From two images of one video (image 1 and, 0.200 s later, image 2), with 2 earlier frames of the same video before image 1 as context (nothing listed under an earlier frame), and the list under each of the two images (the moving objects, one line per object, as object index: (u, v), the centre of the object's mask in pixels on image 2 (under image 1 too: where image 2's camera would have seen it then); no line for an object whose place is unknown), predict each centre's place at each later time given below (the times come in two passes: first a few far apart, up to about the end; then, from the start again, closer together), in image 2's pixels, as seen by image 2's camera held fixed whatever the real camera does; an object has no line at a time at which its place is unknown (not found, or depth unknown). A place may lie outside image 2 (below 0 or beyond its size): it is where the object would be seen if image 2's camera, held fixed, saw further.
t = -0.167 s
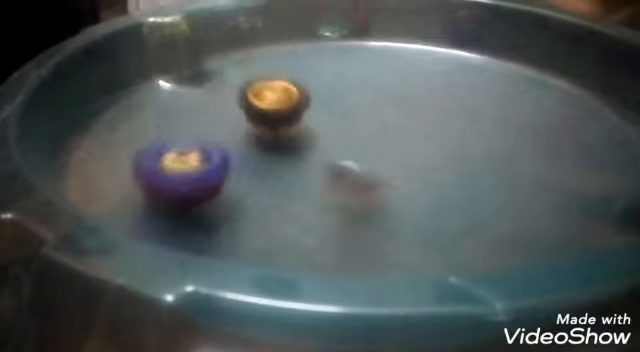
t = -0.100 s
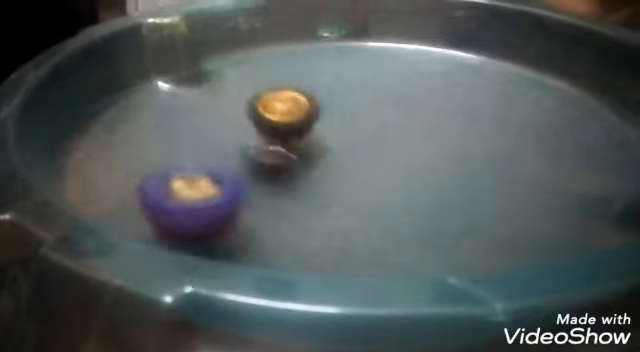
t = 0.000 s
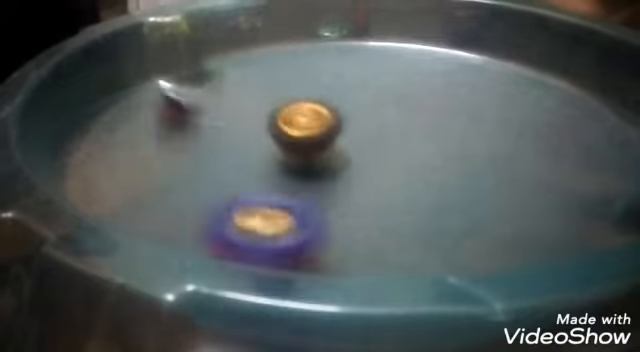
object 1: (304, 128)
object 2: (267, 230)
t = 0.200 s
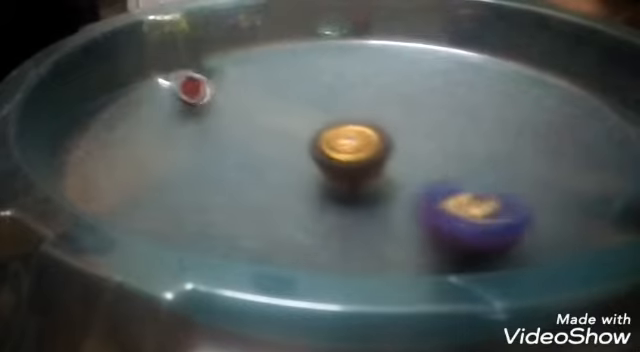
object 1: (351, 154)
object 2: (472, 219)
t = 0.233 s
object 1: (360, 156)
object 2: (492, 205)
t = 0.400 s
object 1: (401, 170)
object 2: (505, 135)
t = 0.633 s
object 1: (436, 177)
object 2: (393, 66)
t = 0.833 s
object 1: (444, 173)
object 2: (271, 52)
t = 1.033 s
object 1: (420, 160)
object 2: (232, 99)
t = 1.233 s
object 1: (436, 149)
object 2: (310, 170)
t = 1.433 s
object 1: (459, 128)
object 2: (445, 183)
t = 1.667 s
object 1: (449, 103)
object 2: (576, 171)
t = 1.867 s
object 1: (426, 82)
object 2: (526, 153)
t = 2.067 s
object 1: (404, 75)
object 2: (422, 145)
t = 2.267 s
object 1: (374, 81)
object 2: (368, 153)
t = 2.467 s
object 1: (339, 97)
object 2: (324, 171)
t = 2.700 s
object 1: (321, 124)
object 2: (335, 179)
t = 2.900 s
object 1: (315, 111)
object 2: (384, 192)
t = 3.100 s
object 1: (312, 101)
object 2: (406, 168)
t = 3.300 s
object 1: (324, 98)
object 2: (367, 139)
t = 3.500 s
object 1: (323, 75)
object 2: (328, 158)
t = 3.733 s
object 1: (341, 84)
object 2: (321, 176)
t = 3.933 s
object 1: (351, 108)
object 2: (356, 169)
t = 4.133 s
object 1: (347, 97)
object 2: (368, 176)
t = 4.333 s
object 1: (338, 93)
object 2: (372, 172)
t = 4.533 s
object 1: (334, 100)
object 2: (351, 150)
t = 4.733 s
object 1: (330, 99)
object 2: (326, 167)
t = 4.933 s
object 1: (326, 108)
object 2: (347, 184)
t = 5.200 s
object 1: (323, 128)
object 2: (379, 159)
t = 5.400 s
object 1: (300, 107)
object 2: (428, 164)
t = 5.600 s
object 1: (310, 105)
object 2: (438, 150)
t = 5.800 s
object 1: (321, 123)
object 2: (394, 138)
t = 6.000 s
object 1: (318, 115)
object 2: (399, 151)
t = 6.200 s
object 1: (317, 115)
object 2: (402, 161)
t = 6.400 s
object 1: (314, 124)
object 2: (387, 162)
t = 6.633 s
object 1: (304, 121)
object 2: (356, 158)
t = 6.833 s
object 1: (327, 113)
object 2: (344, 160)
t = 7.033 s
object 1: (406, 104)
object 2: (312, 178)
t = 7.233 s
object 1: (455, 110)
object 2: (282, 177)
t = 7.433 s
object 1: (464, 137)
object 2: (288, 164)
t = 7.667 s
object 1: (447, 154)
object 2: (338, 148)
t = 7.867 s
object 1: (446, 157)
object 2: (373, 146)
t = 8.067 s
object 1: (447, 158)
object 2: (366, 146)
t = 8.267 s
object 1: (447, 156)
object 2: (360, 138)
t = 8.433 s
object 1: (447, 156)
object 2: (366, 133)
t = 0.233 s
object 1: (360, 156)
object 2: (492, 205)
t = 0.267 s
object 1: (368, 159)
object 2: (504, 191)
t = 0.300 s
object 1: (377, 163)
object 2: (511, 178)
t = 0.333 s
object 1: (385, 166)
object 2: (513, 163)
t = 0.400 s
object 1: (401, 170)
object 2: (505, 135)
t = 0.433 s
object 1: (407, 172)
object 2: (494, 123)
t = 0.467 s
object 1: (414, 173)
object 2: (481, 110)
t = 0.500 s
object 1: (420, 174)
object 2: (466, 99)
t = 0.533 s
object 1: (425, 176)
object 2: (449, 89)
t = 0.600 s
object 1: (433, 177)
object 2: (412, 73)
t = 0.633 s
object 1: (436, 177)
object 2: (393, 66)
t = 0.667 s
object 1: (439, 177)
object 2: (372, 61)
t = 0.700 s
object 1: (442, 178)
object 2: (352, 56)
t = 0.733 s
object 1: (444, 177)
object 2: (332, 52)
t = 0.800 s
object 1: (445, 175)
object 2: (290, 51)
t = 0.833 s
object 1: (444, 173)
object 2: (271, 52)
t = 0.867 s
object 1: (441, 172)
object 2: (252, 53)
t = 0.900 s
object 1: (439, 170)
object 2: (231, 57)
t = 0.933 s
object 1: (434, 167)
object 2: (229, 59)
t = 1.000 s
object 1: (425, 163)
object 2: (231, 86)
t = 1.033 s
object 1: (420, 160)
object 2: (232, 99)
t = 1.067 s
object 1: (415, 158)
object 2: (240, 110)
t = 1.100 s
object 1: (411, 155)
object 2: (250, 126)
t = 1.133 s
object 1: (405, 152)
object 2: (266, 139)
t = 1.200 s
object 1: (418, 148)
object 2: (298, 161)
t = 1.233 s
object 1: (436, 149)
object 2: (310, 170)
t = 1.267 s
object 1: (446, 148)
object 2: (328, 178)
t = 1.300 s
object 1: (453, 145)
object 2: (350, 183)
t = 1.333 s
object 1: (456, 141)
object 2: (373, 186)
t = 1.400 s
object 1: (460, 133)
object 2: (424, 186)
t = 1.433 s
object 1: (459, 128)
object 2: (445, 183)
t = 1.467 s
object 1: (457, 125)
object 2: (465, 179)
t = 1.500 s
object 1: (456, 123)
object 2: (482, 174)
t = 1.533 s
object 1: (454, 122)
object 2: (498, 169)
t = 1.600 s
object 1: (459, 117)
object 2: (534, 167)
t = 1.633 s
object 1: (455, 109)
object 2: (558, 171)
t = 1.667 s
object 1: (449, 103)
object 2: (576, 171)
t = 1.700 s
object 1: (444, 97)
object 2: (577, 166)
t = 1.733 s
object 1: (439, 93)
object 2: (569, 164)
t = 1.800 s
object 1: (432, 87)
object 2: (552, 156)
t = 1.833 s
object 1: (429, 85)
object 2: (540, 154)
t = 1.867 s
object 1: (426, 82)
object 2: (526, 153)
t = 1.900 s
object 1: (422, 81)
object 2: (511, 149)
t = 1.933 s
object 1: (419, 79)
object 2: (495, 148)
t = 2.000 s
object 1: (412, 76)
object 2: (460, 146)
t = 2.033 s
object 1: (408, 75)
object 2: (440, 145)
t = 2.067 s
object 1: (404, 75)
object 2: (422, 145)
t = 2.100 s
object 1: (399, 75)
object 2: (404, 145)
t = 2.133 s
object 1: (394, 76)
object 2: (389, 146)
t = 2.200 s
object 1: (385, 78)
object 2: (372, 149)
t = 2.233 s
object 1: (380, 79)
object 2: (372, 151)
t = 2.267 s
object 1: (374, 81)
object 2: (368, 153)
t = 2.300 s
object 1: (368, 84)
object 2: (361, 156)
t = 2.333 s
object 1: (363, 87)
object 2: (351, 157)
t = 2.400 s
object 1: (351, 92)
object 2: (335, 161)
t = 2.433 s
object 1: (345, 95)
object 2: (329, 167)
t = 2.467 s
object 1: (339, 97)
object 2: (324, 171)
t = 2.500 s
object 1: (333, 100)
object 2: (319, 175)
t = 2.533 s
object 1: (327, 104)
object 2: (317, 178)
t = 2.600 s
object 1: (315, 108)
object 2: (322, 182)
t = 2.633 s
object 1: (317, 113)
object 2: (326, 182)
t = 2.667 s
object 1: (318, 120)
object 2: (330, 181)
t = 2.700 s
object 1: (321, 124)
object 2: (335, 179)
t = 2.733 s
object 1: (321, 126)
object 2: (340, 179)
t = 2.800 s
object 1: (318, 124)
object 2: (357, 183)
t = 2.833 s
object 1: (317, 119)
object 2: (367, 190)
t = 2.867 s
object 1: (316, 114)
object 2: (377, 192)
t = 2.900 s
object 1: (315, 111)
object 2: (384, 192)
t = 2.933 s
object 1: (313, 108)
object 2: (393, 189)
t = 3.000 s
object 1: (311, 105)
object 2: (404, 184)
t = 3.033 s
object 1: (311, 103)
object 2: (407, 179)
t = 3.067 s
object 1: (311, 102)
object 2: (407, 173)
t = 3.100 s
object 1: (312, 101)
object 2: (406, 168)
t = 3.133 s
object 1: (314, 100)
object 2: (403, 162)
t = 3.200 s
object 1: (318, 100)
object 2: (392, 151)
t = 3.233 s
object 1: (320, 101)
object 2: (384, 146)
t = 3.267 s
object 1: (323, 100)
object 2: (376, 141)
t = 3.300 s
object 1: (324, 98)
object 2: (367, 139)
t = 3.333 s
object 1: (322, 91)
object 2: (363, 142)
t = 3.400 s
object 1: (320, 81)
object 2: (352, 150)
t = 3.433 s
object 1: (320, 78)
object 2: (343, 152)
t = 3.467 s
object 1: (321, 76)
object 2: (335, 156)
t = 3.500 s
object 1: (323, 75)
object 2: (328, 158)
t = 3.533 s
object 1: (325, 75)
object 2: (322, 161)
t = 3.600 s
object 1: (330, 75)
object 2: (316, 167)
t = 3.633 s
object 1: (332, 76)
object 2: (314, 170)
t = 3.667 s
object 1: (335, 78)
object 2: (315, 173)
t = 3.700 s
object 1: (338, 81)
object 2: (316, 176)
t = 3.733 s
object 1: (341, 84)
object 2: (321, 176)
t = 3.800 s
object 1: (345, 91)
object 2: (332, 177)
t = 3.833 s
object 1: (347, 94)
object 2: (339, 176)
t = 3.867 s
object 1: (349, 99)
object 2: (345, 175)
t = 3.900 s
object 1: (350, 104)
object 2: (350, 173)
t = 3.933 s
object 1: (351, 108)
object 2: (356, 169)
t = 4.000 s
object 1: (350, 114)
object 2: (361, 163)
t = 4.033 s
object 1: (350, 109)
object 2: (364, 161)
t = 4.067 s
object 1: (350, 105)
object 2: (365, 170)
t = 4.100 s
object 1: (348, 99)
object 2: (366, 174)
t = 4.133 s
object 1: (347, 97)
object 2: (368, 176)
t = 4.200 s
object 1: (344, 95)
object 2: (372, 178)
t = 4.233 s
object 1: (342, 94)
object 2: (371, 177)
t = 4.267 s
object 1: (341, 93)
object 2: (372, 177)
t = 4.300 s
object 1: (340, 94)
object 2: (372, 175)
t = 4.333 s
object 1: (338, 93)
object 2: (372, 172)
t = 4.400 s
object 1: (337, 95)
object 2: (369, 166)
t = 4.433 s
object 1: (336, 96)
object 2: (366, 161)
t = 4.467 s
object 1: (336, 97)
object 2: (362, 157)
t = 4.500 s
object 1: (335, 99)
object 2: (357, 153)
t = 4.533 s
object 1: (334, 100)
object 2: (351, 150)
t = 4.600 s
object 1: (334, 99)
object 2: (340, 149)
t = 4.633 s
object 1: (333, 98)
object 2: (334, 154)
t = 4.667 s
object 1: (333, 99)
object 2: (330, 158)
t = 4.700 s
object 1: (332, 99)
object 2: (327, 163)
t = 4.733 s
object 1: (330, 99)
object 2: (326, 167)
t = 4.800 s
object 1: (330, 101)
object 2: (328, 174)
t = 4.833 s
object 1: (329, 102)
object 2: (331, 178)
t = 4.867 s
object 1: (328, 105)
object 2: (335, 181)
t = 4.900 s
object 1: (327, 107)
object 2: (341, 182)
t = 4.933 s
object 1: (326, 108)
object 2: (347, 184)
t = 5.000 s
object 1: (324, 113)
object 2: (360, 183)
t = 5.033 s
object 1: (321, 115)
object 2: (366, 181)
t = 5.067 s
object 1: (321, 117)
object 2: (371, 178)
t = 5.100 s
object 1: (323, 118)
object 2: (376, 174)
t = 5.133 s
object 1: (324, 121)
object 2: (378, 170)
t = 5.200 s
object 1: (323, 128)
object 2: (379, 159)
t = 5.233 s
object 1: (317, 121)
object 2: (385, 159)
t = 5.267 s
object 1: (309, 116)
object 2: (393, 161)
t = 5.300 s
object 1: (304, 113)
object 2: (403, 163)
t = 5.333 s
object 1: (302, 111)
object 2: (413, 163)
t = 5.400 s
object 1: (300, 107)
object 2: (428, 164)
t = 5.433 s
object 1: (300, 107)
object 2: (435, 162)
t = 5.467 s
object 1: (300, 106)
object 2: (441, 160)
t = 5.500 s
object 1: (302, 105)
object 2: (442, 158)
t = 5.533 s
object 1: (304, 104)
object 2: (442, 155)
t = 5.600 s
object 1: (310, 105)
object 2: (438, 150)
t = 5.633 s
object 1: (313, 106)
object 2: (432, 147)
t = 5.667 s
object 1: (316, 108)
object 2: (426, 145)
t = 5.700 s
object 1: (318, 111)
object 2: (419, 143)
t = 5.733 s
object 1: (320, 113)
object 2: (410, 141)
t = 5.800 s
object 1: (321, 123)
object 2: (394, 138)
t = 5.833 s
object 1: (318, 123)
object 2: (390, 139)
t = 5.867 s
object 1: (313, 120)
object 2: (394, 142)
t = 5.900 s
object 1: (312, 115)
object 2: (395, 144)
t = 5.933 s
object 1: (314, 112)
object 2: (397, 146)
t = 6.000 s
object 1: (318, 115)
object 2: (399, 151)
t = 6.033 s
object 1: (319, 115)
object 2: (401, 155)
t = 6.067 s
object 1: (319, 113)
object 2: (401, 156)
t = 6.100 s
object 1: (319, 113)
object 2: (402, 159)
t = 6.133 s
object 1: (317, 113)
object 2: (402, 160)
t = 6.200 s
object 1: (317, 115)
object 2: (402, 161)
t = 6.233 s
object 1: (319, 117)
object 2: (401, 163)
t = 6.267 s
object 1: (318, 118)
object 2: (399, 163)
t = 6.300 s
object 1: (319, 119)
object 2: (398, 163)
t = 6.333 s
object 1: (318, 121)
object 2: (395, 164)
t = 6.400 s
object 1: (314, 124)
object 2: (387, 162)
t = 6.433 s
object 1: (312, 126)
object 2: (384, 161)
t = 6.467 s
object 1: (310, 126)
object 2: (378, 160)
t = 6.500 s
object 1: (310, 125)
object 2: (371, 158)
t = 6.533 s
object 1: (309, 125)
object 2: (365, 157)
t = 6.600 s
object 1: (305, 123)
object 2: (358, 158)
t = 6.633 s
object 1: (304, 121)
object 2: (356, 158)
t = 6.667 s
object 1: (306, 122)
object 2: (353, 159)
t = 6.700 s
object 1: (309, 120)
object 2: (349, 161)
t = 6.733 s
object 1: (313, 119)
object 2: (347, 160)
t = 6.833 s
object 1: (327, 113)
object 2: (344, 160)
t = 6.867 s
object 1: (339, 112)
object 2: (339, 162)
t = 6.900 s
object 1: (355, 110)
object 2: (335, 165)
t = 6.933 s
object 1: (369, 110)
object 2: (329, 168)
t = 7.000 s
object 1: (395, 107)
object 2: (318, 176)
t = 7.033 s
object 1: (406, 104)
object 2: (312, 178)
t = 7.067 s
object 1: (418, 104)
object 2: (306, 179)
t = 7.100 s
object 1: (426, 104)
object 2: (301, 178)
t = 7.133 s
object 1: (435, 106)
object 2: (294, 180)
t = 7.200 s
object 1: (448, 107)
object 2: (284, 179)
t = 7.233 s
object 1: (455, 110)
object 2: (282, 177)
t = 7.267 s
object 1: (459, 115)
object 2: (279, 176)
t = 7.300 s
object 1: (460, 120)
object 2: (279, 174)
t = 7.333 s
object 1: (463, 121)
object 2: (280, 172)
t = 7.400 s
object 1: (467, 129)
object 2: (284, 166)
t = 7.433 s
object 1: (464, 137)
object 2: (288, 164)
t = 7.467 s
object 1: (463, 141)
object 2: (293, 161)
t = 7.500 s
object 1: (460, 145)
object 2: (299, 158)
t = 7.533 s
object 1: (457, 147)
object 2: (307, 156)
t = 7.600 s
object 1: (451, 153)
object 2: (323, 151)
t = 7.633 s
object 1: (449, 154)
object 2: (331, 149)
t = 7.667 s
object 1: (447, 154)
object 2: (338, 148)
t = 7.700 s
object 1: (445, 156)
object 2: (346, 147)
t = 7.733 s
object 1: (444, 156)
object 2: (355, 147)
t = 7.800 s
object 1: (444, 156)
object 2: (370, 146)
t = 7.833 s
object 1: (446, 156)
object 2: (372, 145)
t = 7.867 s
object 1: (446, 157)
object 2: (373, 146)
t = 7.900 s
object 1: (446, 156)
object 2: (374, 144)
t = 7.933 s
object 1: (445, 158)
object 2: (375, 146)
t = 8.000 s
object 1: (447, 156)
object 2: (370, 148)
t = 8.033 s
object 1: (447, 156)
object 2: (368, 147)
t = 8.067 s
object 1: (447, 158)
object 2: (366, 146)
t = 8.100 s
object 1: (447, 156)
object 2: (366, 147)
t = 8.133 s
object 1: (447, 156)
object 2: (365, 145)
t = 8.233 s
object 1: (447, 156)
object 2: (360, 141)
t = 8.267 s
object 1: (447, 156)
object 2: (360, 138)
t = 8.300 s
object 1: (447, 156)
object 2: (362, 138)
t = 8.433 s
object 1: (447, 156)
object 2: (366, 133)
